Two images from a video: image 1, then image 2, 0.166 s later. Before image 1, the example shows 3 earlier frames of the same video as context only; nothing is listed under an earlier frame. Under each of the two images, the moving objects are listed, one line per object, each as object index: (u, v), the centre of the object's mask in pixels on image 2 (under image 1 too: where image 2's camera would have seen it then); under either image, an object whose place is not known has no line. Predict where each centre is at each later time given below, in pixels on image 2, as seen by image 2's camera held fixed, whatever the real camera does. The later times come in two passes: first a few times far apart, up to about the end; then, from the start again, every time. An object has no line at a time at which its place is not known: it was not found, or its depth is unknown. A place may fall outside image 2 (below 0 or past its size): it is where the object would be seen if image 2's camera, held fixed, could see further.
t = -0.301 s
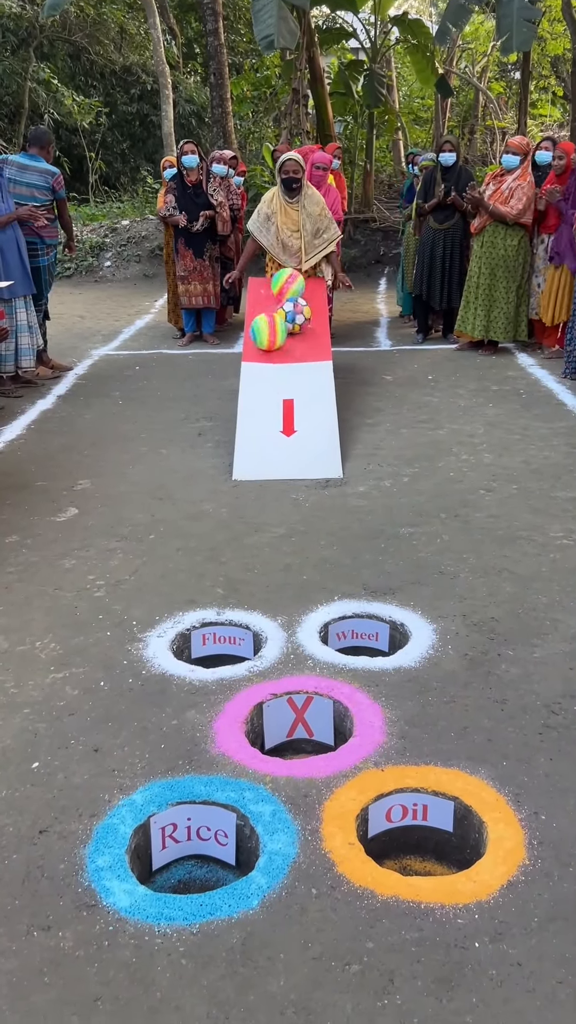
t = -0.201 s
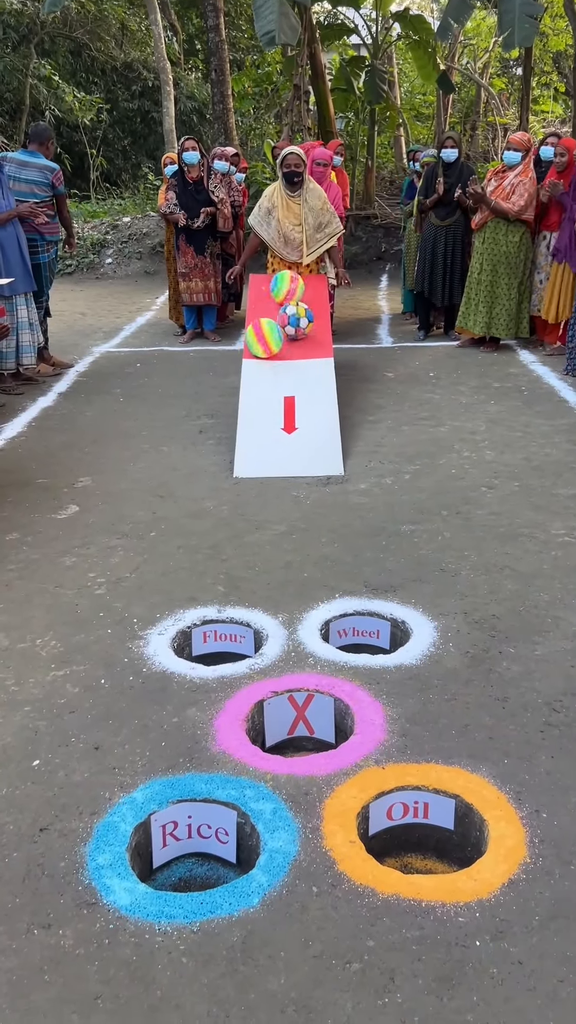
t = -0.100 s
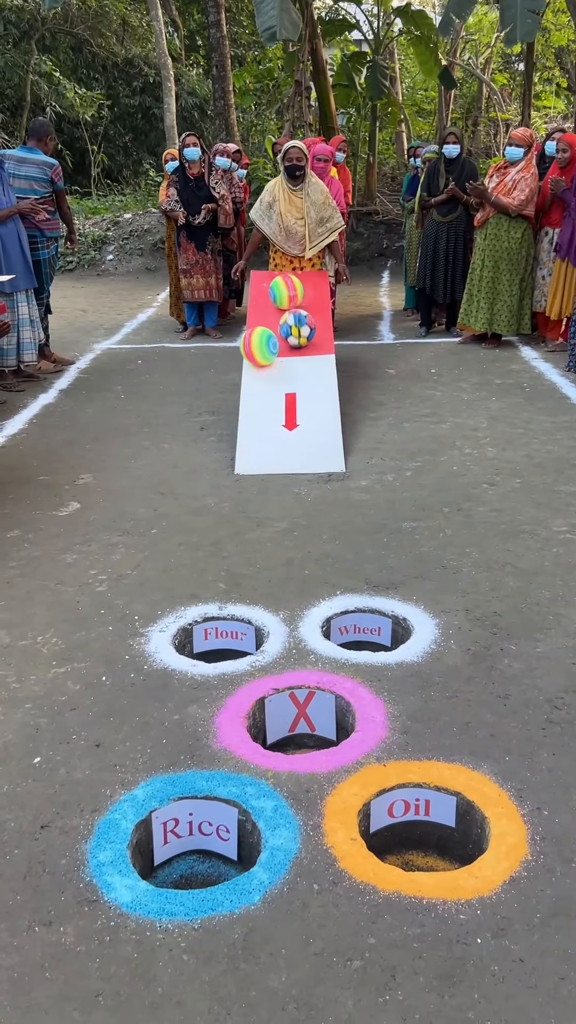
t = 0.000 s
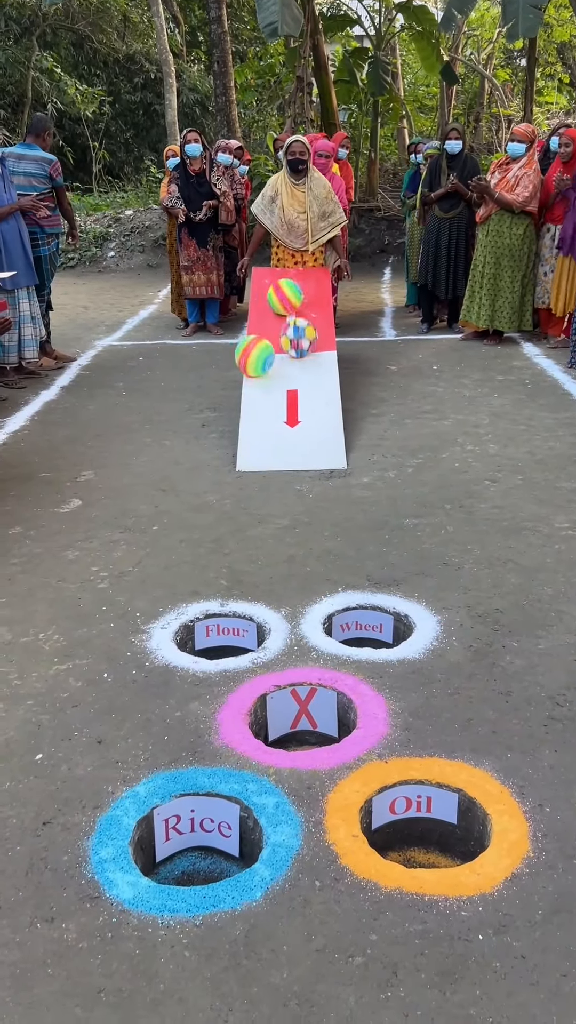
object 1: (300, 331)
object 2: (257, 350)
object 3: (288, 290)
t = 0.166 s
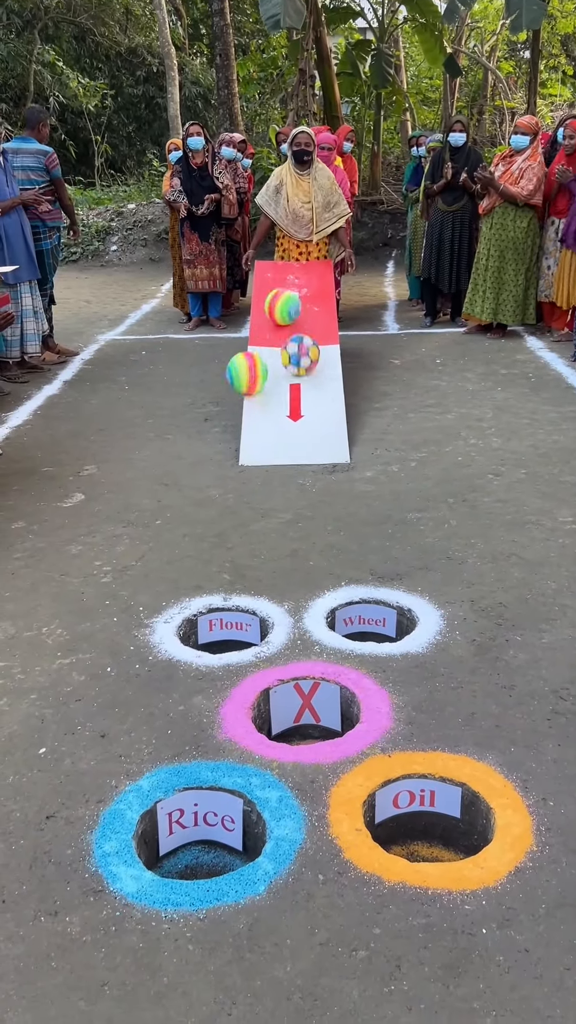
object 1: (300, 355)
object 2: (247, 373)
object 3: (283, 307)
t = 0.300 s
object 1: (298, 379)
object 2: (237, 399)
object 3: (279, 323)
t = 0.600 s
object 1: (291, 442)
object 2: (189, 450)
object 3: (270, 370)
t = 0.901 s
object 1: (284, 486)
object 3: (263, 437)
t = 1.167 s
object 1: (276, 539)
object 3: (248, 483)
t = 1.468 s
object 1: (268, 607)
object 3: (215, 542)
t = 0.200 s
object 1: (299, 360)
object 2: (244, 379)
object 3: (282, 311)
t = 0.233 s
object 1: (299, 365)
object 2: (242, 385)
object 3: (281, 315)
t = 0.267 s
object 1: (298, 372)
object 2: (240, 392)
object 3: (280, 318)
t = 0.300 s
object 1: (298, 379)
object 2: (237, 399)
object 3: (279, 323)
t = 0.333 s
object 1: (297, 386)
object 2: (233, 406)
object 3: (278, 327)
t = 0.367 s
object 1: (296, 394)
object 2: (230, 414)
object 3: (277, 332)
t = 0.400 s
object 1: (296, 399)
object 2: (226, 423)
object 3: (276, 338)
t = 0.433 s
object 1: (295, 406)
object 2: (221, 432)
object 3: (275, 343)
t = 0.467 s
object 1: (294, 413)
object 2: (217, 437)
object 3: (274, 348)
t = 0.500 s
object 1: (294, 420)
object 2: (210, 437)
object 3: (273, 354)
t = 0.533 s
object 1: (293, 428)
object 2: (203, 439)
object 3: (272, 359)
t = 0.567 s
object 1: (292, 434)
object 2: (196, 443)
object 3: (271, 365)
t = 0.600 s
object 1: (291, 442)
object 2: (189, 450)
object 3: (270, 370)
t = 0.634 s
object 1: (290, 448)
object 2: (182, 459)
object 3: (269, 376)
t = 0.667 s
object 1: (289, 450)
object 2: (174, 463)
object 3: (268, 383)
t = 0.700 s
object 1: (289, 456)
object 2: (164, 465)
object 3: (267, 390)
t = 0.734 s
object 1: (288, 463)
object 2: (155, 468)
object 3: (267, 399)
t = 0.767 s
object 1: (287, 467)
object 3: (266, 406)
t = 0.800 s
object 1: (286, 470)
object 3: (265, 414)
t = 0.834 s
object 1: (285, 475)
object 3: (265, 421)
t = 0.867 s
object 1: (285, 483)
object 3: (264, 430)
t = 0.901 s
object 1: (284, 486)
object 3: (263, 437)
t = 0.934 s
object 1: (283, 489)
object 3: (261, 444)
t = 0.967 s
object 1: (281, 496)
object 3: (260, 449)
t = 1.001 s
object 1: (280, 506)
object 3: (259, 454)
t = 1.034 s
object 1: (280, 512)
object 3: (257, 461)
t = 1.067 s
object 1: (278, 517)
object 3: (255, 466)
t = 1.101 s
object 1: (277, 523)
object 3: (253, 470)
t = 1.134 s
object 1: (277, 530)
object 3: (251, 476)
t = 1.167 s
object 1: (276, 539)
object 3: (248, 483)
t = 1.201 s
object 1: (275, 544)
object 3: (245, 488)
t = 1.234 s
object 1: (273, 549)
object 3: (242, 494)
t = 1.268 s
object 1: (272, 558)
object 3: (239, 500)
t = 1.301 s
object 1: (271, 569)
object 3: (236, 507)
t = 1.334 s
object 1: (271, 575)
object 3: (232, 516)
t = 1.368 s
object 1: (270, 581)
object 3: (229, 521)
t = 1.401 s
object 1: (270, 591)
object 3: (225, 528)
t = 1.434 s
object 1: (269, 602)
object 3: (220, 536)
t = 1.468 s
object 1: (268, 607)
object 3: (215, 542)
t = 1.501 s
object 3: (211, 550)
